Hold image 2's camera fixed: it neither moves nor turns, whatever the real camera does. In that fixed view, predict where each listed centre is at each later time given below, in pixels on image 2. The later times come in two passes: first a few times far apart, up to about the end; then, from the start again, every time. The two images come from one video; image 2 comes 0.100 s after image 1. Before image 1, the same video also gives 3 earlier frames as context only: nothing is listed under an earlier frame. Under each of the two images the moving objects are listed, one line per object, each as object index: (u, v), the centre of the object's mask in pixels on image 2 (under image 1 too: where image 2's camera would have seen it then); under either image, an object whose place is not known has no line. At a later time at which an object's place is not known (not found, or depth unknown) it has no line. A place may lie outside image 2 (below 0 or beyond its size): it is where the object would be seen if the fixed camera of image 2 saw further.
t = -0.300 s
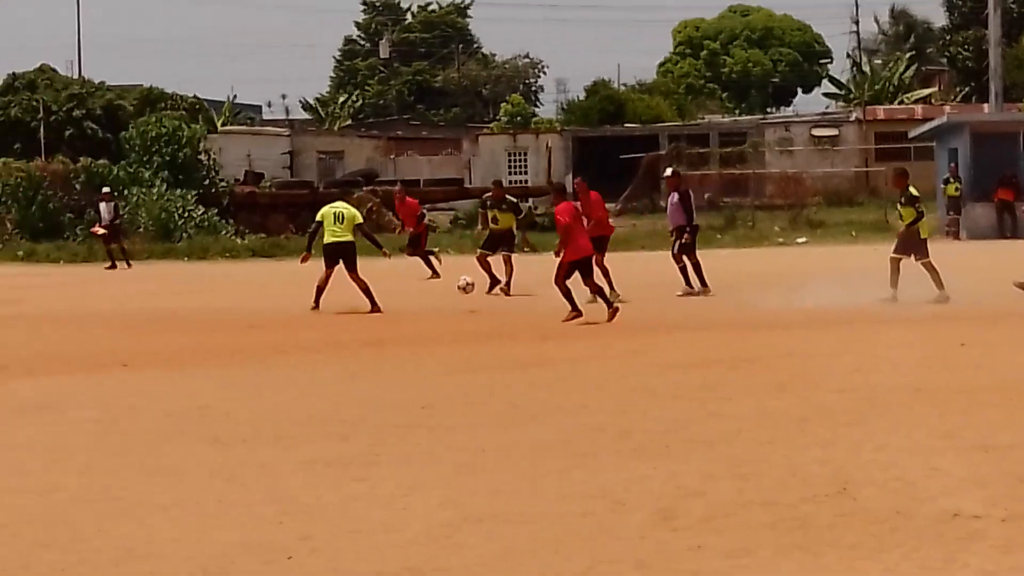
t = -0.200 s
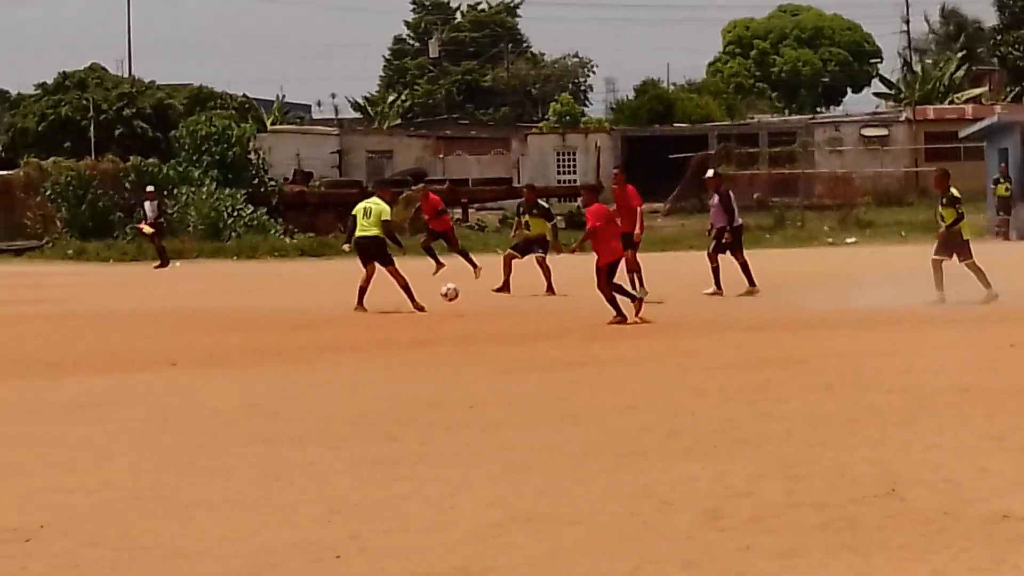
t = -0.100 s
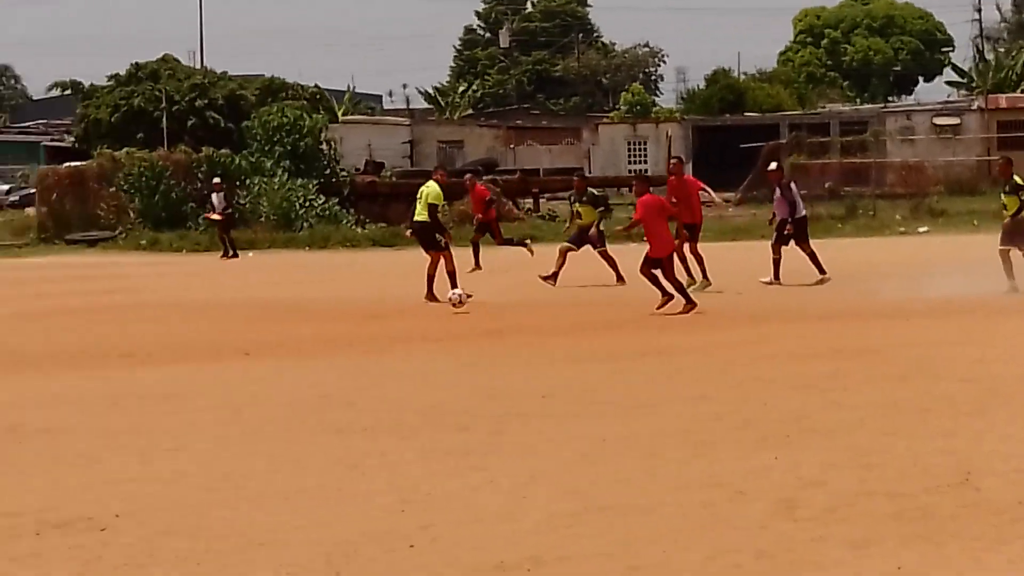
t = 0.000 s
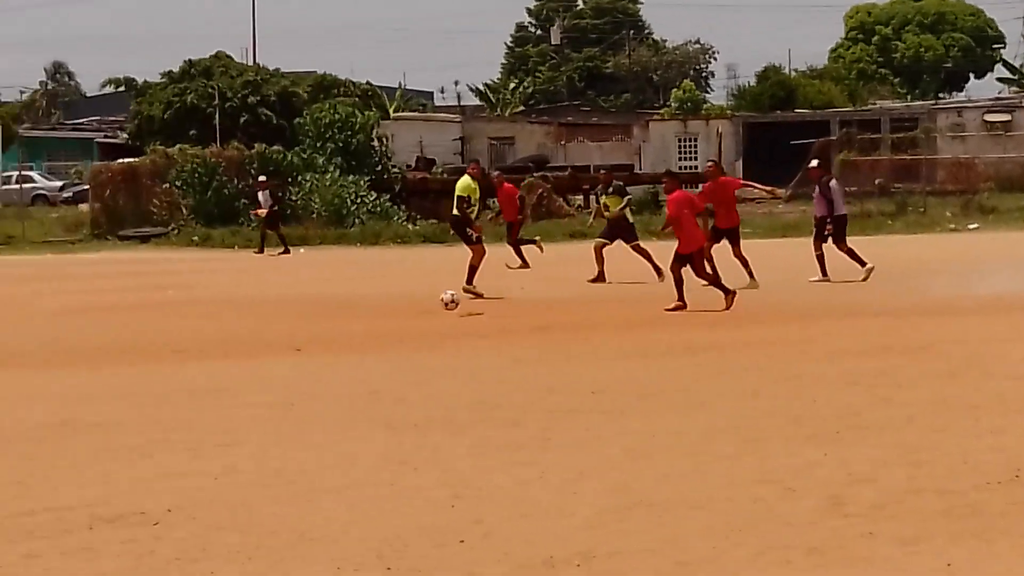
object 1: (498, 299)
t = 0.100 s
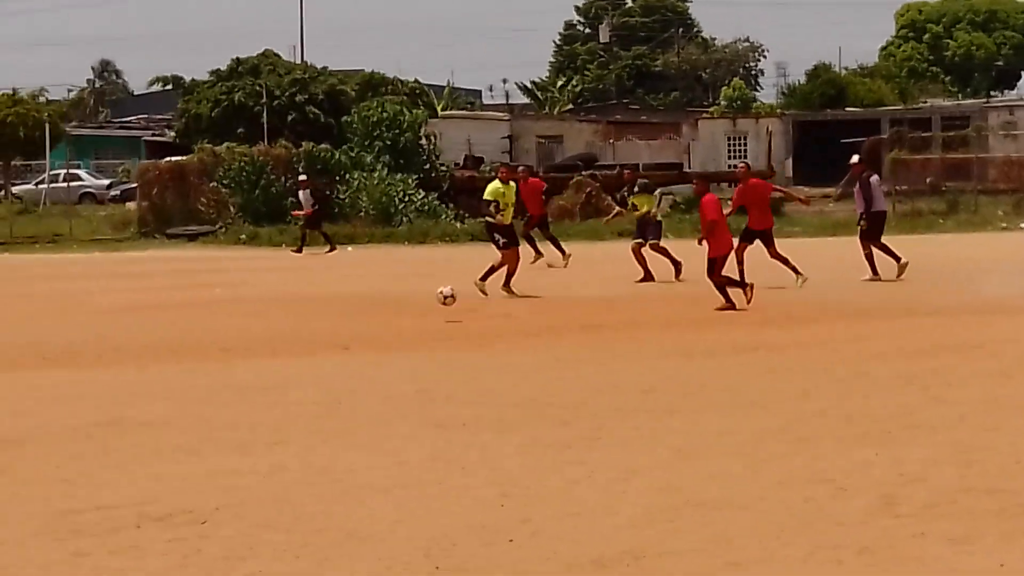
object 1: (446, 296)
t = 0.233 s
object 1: (380, 308)
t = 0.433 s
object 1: (282, 326)
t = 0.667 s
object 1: (181, 319)
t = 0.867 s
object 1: (96, 328)
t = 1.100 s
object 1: (10, 334)
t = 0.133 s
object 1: (429, 297)
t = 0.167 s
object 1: (414, 300)
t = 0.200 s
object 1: (397, 303)
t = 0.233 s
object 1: (380, 308)
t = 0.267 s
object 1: (363, 313)
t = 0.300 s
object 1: (346, 321)
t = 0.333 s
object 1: (329, 325)
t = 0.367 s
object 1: (313, 325)
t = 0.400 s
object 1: (298, 325)
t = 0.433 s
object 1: (282, 326)
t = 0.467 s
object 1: (267, 329)
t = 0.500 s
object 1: (252, 333)
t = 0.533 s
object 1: (236, 337)
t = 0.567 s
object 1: (222, 331)
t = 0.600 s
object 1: (208, 326)
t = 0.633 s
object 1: (194, 322)
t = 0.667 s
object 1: (181, 319)
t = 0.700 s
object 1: (167, 317)
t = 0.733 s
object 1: (153, 317)
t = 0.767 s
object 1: (139, 318)
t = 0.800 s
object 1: (124, 320)
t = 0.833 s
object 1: (110, 324)
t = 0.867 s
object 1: (96, 328)
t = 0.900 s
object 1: (82, 334)
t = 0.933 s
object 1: (68, 342)
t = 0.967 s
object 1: (53, 351)
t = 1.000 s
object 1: (40, 354)
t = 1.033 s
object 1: (31, 347)
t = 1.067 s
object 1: (20, 340)
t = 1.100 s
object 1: (10, 334)
